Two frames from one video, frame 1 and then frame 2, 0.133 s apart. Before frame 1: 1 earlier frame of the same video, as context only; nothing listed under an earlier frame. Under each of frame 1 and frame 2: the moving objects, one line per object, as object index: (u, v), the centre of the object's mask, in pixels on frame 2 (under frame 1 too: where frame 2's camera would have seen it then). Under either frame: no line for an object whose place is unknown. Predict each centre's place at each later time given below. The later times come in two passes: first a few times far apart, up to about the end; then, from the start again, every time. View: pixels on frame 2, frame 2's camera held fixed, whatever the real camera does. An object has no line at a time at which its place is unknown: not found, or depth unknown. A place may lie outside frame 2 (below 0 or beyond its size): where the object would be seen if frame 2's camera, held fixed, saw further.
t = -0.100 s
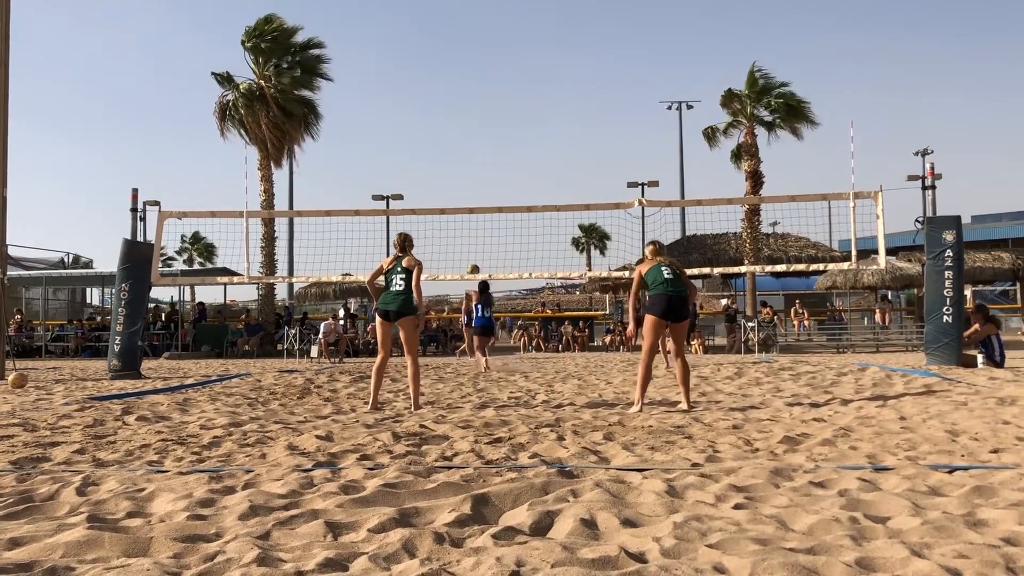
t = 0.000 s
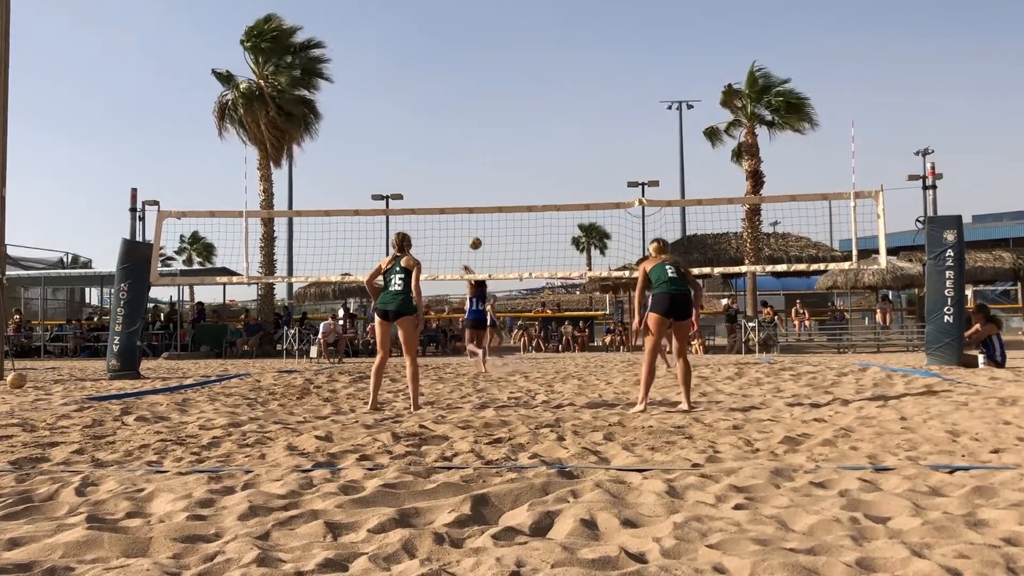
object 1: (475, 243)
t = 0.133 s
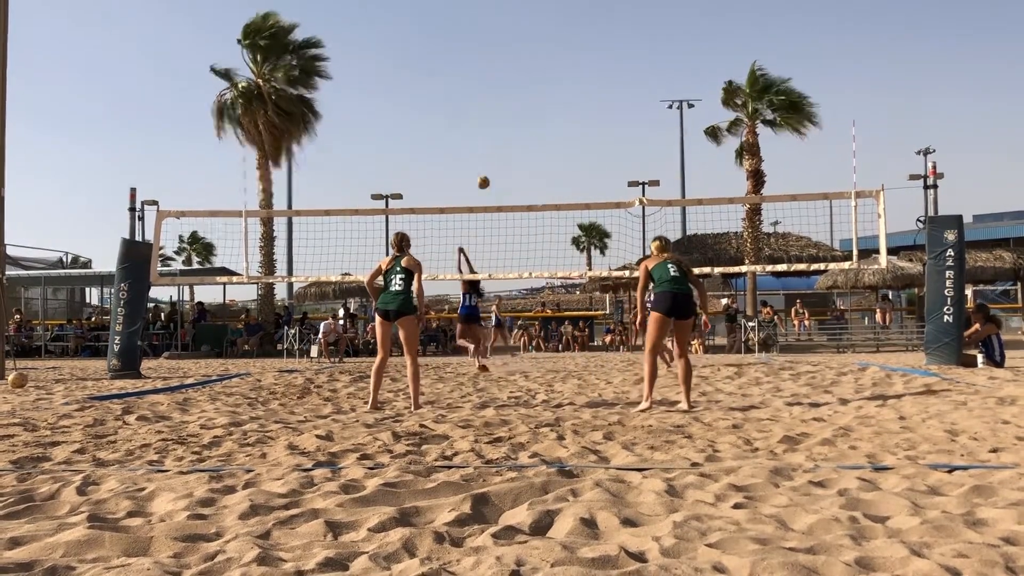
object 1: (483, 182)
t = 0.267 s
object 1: (492, 131)
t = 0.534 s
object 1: (515, 62)
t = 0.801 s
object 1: (542, 35)
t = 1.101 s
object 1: (584, 60)
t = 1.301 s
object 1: (618, 111)
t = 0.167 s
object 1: (486, 170)
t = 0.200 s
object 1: (488, 155)
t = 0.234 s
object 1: (489, 143)
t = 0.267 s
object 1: (492, 131)
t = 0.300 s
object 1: (495, 121)
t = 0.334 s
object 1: (498, 110)
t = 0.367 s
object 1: (501, 100)
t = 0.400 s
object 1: (503, 92)
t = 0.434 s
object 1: (505, 83)
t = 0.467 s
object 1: (509, 74)
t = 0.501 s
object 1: (512, 67)
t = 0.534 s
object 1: (515, 62)
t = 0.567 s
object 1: (518, 55)
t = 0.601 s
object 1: (522, 50)
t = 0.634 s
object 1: (525, 46)
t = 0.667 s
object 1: (528, 43)
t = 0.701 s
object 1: (532, 40)
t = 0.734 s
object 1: (535, 37)
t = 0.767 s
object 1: (539, 35)
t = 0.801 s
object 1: (542, 35)
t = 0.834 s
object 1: (547, 34)
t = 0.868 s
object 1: (551, 34)
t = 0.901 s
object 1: (555, 36)
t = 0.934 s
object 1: (559, 38)
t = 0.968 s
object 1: (564, 41)
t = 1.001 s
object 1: (569, 44)
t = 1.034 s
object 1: (574, 49)
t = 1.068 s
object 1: (578, 54)
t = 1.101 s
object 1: (584, 60)
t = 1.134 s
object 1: (590, 65)
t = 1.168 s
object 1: (595, 73)
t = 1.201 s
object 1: (600, 82)
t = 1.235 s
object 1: (607, 90)
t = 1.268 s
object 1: (612, 101)
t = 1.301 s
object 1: (618, 111)
